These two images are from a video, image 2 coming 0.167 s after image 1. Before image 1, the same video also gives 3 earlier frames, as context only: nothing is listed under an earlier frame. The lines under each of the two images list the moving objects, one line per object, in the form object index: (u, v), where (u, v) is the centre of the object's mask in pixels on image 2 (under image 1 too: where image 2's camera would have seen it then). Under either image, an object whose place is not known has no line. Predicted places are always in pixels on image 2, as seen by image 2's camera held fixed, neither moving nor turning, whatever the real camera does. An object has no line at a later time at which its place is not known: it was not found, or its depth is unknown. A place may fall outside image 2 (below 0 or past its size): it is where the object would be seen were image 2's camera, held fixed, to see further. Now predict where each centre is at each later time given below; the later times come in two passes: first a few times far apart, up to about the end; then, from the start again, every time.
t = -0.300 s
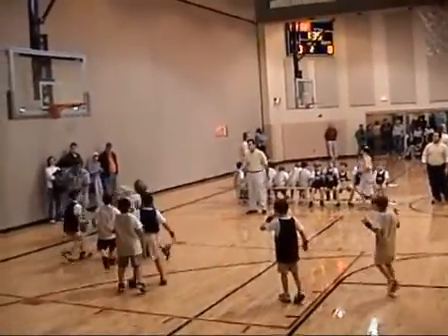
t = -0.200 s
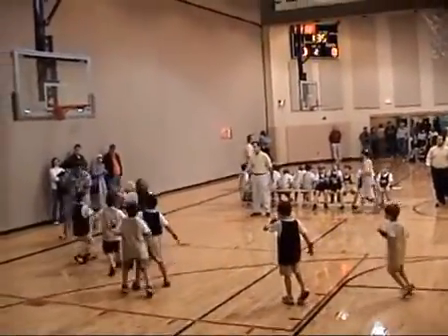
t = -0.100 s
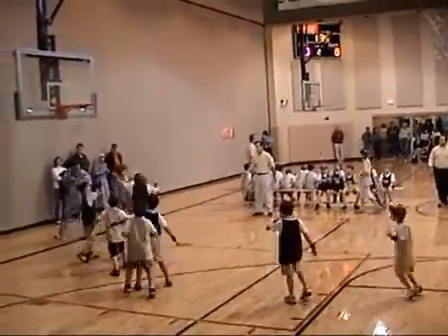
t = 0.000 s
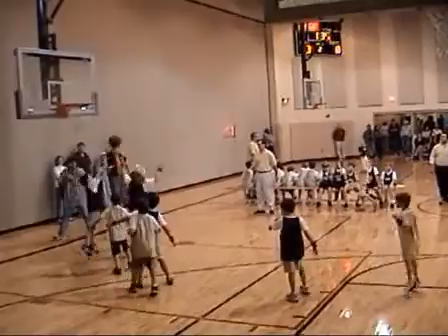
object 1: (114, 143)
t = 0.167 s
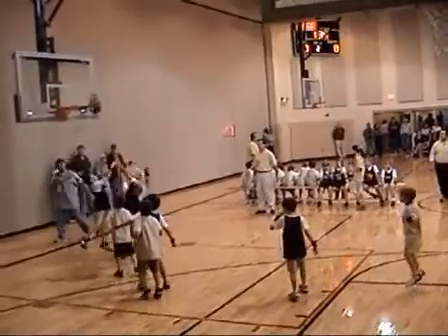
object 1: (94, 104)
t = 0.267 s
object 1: (83, 91)
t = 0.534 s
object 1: (73, 83)
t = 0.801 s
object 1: (77, 113)
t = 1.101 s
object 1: (96, 148)
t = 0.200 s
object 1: (91, 100)
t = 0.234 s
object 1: (87, 96)
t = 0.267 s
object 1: (83, 91)
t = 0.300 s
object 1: (79, 87)
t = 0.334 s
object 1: (76, 84)
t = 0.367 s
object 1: (75, 82)
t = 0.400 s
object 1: (75, 81)
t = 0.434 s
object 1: (75, 81)
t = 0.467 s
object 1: (74, 81)
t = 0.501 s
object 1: (74, 82)
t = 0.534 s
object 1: (73, 83)
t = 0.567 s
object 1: (73, 85)
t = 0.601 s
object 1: (73, 88)
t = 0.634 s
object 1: (72, 92)
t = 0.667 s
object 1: (72, 96)
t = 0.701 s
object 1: (72, 101)
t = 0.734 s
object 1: (73, 106)
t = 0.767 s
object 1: (75, 110)
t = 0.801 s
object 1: (77, 113)
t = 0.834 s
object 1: (80, 118)
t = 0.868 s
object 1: (83, 122)
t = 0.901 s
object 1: (85, 124)
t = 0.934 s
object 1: (87, 126)
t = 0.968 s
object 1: (89, 129)
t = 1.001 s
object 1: (91, 133)
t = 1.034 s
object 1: (93, 137)
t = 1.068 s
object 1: (94, 142)
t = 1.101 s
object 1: (96, 148)
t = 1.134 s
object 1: (99, 154)
